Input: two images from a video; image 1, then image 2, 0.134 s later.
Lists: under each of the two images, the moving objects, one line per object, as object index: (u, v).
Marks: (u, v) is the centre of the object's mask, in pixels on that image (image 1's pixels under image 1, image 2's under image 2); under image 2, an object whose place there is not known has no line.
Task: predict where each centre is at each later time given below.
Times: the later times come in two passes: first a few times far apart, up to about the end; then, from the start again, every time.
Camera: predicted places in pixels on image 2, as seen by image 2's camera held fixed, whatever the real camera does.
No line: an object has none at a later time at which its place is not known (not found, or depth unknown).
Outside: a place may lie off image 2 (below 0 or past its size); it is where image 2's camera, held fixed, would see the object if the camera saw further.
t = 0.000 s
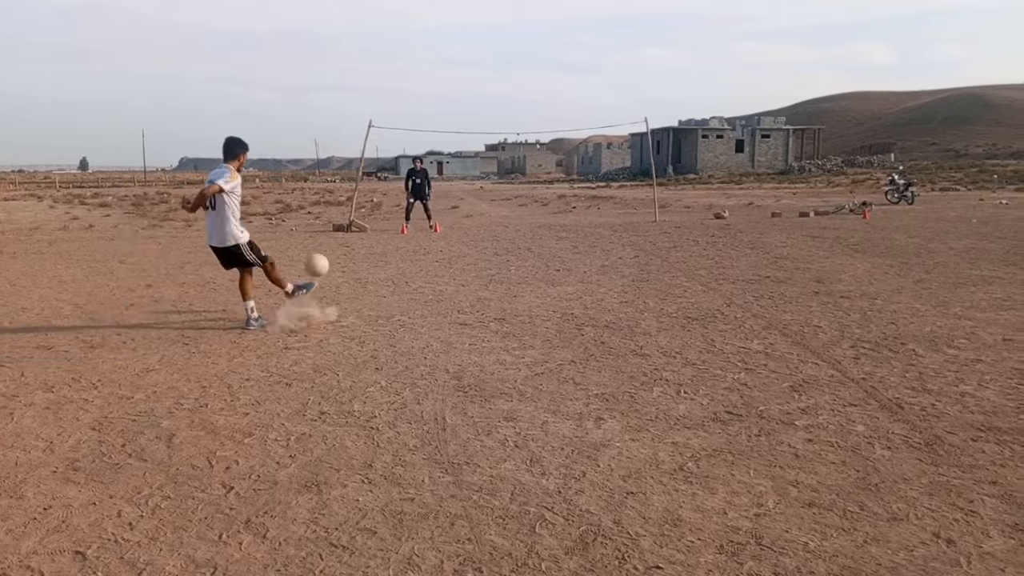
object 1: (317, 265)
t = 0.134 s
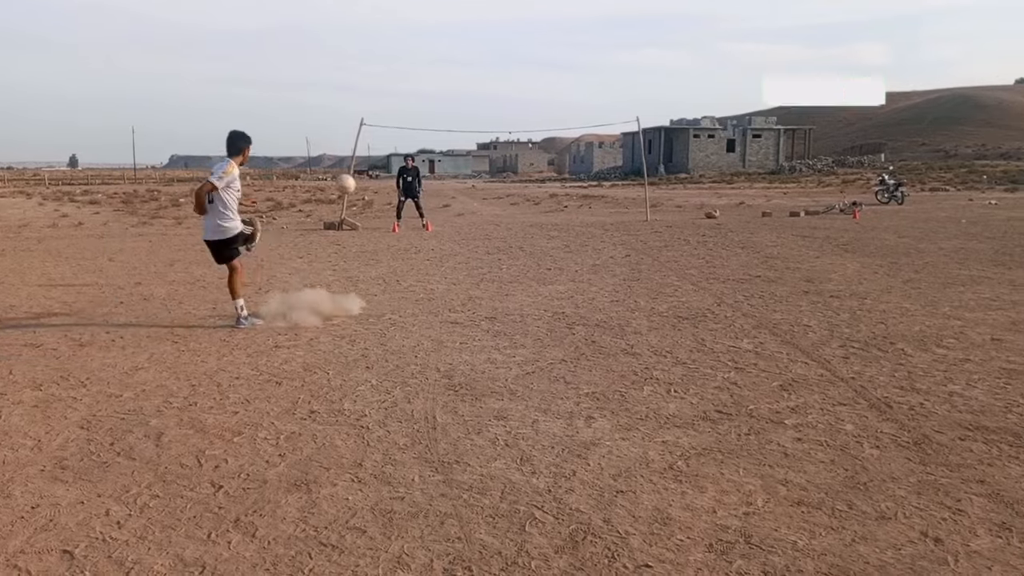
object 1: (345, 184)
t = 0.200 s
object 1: (363, 148)
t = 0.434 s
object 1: (387, 108)
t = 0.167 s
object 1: (353, 170)
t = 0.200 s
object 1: (363, 148)
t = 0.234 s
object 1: (367, 139)
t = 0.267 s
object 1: (372, 132)
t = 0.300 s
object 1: (375, 125)
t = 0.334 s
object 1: (378, 120)
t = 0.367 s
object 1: (381, 115)
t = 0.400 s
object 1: (384, 111)
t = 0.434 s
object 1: (387, 108)
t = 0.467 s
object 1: (389, 106)
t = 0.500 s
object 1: (391, 105)
